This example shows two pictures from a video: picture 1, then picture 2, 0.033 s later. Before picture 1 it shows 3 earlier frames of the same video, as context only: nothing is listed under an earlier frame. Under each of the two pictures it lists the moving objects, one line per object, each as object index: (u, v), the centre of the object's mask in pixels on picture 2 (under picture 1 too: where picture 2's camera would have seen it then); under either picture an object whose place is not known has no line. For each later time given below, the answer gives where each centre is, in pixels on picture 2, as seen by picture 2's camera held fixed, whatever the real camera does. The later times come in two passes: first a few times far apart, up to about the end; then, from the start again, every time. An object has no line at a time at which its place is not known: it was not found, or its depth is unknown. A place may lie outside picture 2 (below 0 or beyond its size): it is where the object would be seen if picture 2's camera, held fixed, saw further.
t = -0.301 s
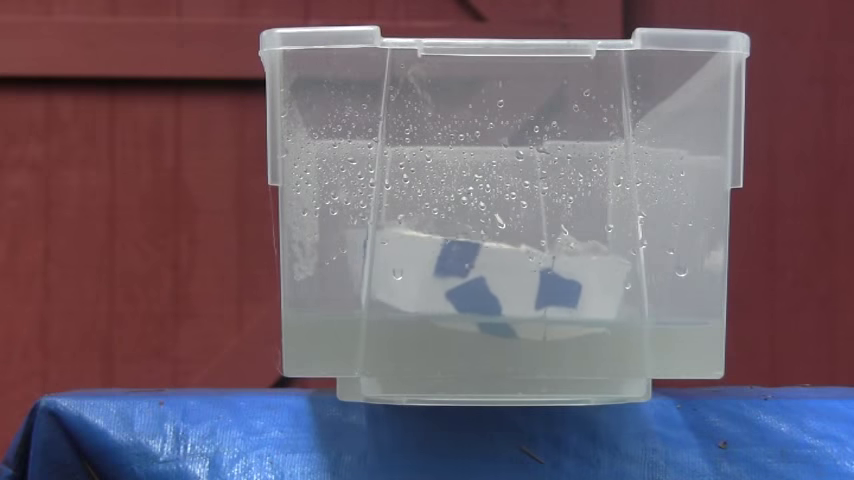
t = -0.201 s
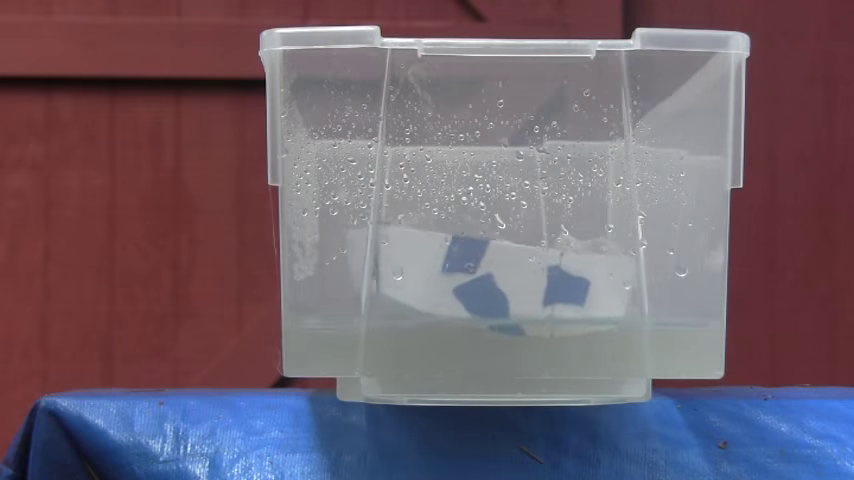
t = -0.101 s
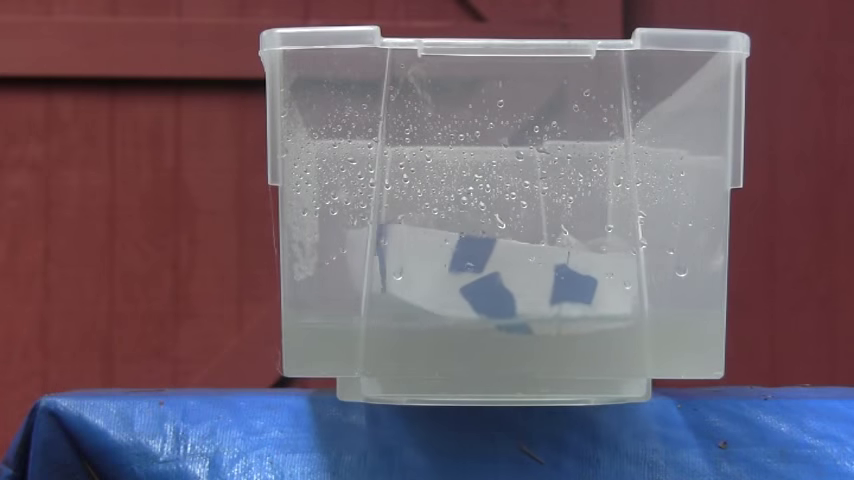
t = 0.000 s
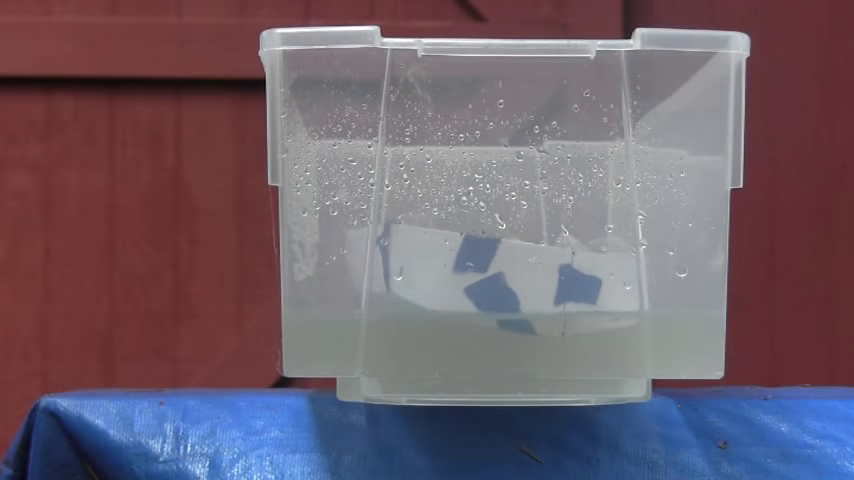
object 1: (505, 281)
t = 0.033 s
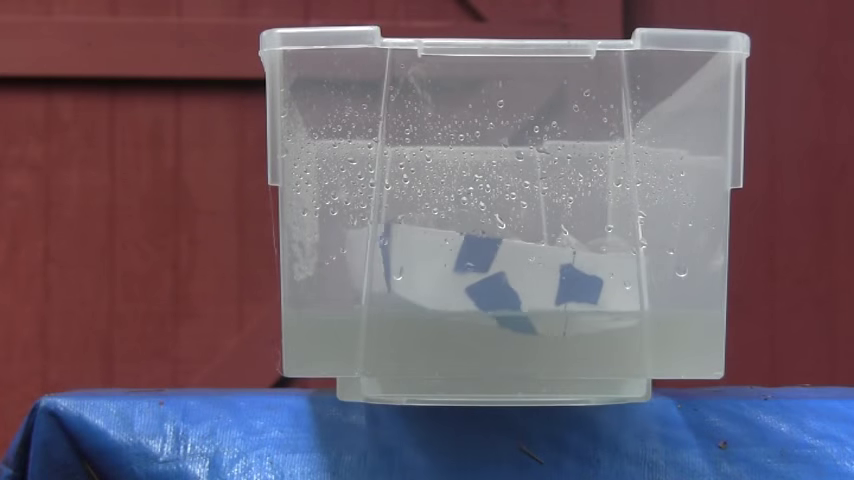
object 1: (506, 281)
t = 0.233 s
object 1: (507, 272)
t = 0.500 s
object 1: (508, 271)
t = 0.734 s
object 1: (524, 277)
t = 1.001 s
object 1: (526, 281)
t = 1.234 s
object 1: (531, 278)
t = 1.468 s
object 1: (529, 276)
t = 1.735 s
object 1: (513, 269)
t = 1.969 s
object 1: (512, 272)
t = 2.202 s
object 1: (505, 280)
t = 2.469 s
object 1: (510, 281)
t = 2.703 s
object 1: (509, 278)
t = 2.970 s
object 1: (509, 275)
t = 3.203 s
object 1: (509, 273)
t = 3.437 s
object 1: (508, 275)
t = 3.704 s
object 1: (506, 283)
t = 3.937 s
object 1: (507, 280)
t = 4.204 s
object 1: (506, 279)
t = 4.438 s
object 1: (506, 273)
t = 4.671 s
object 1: (507, 275)
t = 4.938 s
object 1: (505, 278)
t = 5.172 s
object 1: (504, 283)
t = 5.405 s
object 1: (506, 280)
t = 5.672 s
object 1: (505, 278)
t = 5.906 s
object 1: (506, 273)
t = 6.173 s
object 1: (506, 277)
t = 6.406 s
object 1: (505, 279)
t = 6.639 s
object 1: (507, 281)
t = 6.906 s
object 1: (506, 279)
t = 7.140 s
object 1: (506, 276)
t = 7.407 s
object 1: (507, 274)
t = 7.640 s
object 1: (507, 277)
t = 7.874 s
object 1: (506, 279)
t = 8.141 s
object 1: (508, 279)
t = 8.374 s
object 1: (506, 278)
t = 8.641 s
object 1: (508, 274)
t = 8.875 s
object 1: (507, 275)
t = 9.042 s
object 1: (507, 276)
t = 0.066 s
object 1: (506, 281)
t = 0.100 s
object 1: (506, 280)
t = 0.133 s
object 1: (506, 278)
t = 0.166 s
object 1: (506, 276)
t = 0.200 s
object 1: (505, 275)
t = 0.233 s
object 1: (507, 272)
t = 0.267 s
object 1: (506, 271)
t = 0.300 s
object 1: (506, 270)
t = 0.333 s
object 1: (507, 270)
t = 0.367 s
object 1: (507, 270)
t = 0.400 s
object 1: (508, 270)
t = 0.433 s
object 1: (508, 270)
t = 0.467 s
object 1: (508, 270)
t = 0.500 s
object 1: (508, 271)
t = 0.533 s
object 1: (509, 271)
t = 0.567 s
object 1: (521, 272)
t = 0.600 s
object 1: (523, 273)
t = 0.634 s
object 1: (524, 274)
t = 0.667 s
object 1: (523, 275)
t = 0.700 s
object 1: (523, 275)
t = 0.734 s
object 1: (524, 277)
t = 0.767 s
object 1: (522, 277)
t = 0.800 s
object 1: (522, 278)
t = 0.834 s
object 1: (512, 278)
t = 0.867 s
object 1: (523, 279)
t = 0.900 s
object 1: (523, 279)
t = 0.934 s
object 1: (512, 278)
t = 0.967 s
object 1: (512, 278)
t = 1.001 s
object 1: (526, 281)
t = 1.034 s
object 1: (527, 281)
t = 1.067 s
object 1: (528, 282)
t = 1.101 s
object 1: (532, 282)
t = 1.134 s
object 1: (533, 282)
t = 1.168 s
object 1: (533, 281)
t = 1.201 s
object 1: (533, 280)
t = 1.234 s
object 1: (531, 278)
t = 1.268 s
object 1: (514, 276)
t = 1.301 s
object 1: (513, 275)
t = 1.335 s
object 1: (530, 276)
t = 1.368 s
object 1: (529, 276)
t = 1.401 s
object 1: (529, 276)
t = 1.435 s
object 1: (529, 276)
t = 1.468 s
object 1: (529, 276)
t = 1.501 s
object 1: (529, 276)
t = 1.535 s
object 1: (522, 278)
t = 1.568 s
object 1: (521, 278)
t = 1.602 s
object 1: (520, 276)
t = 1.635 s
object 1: (528, 273)
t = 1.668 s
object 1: (527, 271)
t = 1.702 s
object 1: (525, 270)
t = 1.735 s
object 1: (513, 269)
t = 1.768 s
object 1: (512, 269)
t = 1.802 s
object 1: (512, 269)
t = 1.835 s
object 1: (511, 270)
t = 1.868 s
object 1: (512, 271)
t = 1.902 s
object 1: (524, 272)
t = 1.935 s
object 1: (524, 272)
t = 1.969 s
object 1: (512, 272)
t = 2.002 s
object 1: (522, 273)
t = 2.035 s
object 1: (511, 273)
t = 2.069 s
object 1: (508, 273)
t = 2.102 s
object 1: (509, 274)
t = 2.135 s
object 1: (510, 275)
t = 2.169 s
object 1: (504, 279)
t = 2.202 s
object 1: (505, 280)
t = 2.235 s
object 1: (505, 281)
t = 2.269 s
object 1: (504, 282)
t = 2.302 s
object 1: (510, 280)
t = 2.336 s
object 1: (510, 281)
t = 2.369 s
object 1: (510, 281)
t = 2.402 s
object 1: (510, 281)
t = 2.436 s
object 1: (510, 281)
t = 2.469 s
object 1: (510, 281)
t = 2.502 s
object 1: (510, 281)
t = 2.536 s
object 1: (510, 280)
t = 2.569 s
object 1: (504, 283)
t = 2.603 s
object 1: (510, 280)
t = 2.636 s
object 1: (510, 279)
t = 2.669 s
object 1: (510, 279)
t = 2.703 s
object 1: (509, 278)
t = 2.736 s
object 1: (509, 278)
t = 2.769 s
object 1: (509, 278)
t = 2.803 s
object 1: (509, 278)
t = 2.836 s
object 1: (509, 277)
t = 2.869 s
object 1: (509, 277)
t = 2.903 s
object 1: (509, 277)
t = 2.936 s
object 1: (509, 276)
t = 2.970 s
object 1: (509, 275)
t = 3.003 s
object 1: (509, 274)
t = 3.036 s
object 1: (509, 274)
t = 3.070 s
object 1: (509, 273)
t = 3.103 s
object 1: (509, 273)
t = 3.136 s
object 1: (509, 272)
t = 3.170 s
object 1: (508, 272)
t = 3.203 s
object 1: (509, 273)
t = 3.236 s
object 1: (509, 273)
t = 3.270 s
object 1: (508, 273)
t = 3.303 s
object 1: (508, 274)
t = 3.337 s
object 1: (508, 274)
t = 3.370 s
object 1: (509, 275)
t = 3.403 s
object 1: (508, 275)
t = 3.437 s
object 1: (508, 275)
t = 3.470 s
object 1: (507, 276)
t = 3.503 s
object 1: (507, 277)
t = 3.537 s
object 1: (507, 278)
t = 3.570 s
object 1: (507, 278)
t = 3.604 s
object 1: (507, 279)
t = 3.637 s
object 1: (506, 280)
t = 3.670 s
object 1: (507, 281)
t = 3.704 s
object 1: (506, 283)
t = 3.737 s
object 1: (506, 282)
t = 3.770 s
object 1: (506, 283)
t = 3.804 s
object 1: (506, 283)
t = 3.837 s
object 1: (506, 282)
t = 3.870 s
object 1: (507, 282)
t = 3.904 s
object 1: (507, 281)
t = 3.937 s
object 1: (507, 280)
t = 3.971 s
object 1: (507, 280)
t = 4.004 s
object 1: (507, 280)
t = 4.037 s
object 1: (506, 279)
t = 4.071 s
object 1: (506, 279)
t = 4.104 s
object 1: (506, 279)
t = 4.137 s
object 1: (506, 279)
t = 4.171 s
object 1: (506, 279)
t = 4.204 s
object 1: (506, 279)
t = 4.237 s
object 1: (506, 279)
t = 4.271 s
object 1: (506, 278)
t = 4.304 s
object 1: (506, 277)
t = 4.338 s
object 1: (505, 276)
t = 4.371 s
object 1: (506, 275)
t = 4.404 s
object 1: (505, 274)
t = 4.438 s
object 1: (506, 273)
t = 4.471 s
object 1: (506, 273)
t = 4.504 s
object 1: (506, 273)
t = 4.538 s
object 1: (506, 273)
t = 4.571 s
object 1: (506, 273)
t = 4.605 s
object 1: (506, 274)
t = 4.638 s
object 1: (507, 274)
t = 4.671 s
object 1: (507, 275)
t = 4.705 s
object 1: (507, 275)
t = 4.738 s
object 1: (507, 275)
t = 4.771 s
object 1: (507, 276)
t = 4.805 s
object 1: (507, 276)
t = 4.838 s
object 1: (505, 277)
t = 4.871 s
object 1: (505, 277)
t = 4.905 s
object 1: (505, 277)
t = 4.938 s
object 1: (505, 278)
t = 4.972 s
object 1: (505, 278)
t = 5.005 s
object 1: (505, 279)
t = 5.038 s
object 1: (505, 280)
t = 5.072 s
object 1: (505, 280)
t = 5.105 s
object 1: (505, 281)
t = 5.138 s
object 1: (504, 282)
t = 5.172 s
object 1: (504, 283)
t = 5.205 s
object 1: (504, 283)
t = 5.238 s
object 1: (506, 282)
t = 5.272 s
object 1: (504, 282)
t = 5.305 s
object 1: (506, 281)
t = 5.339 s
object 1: (507, 280)
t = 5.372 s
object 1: (506, 280)
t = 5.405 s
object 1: (506, 280)
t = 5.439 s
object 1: (506, 279)
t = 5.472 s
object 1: (506, 279)
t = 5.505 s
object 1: (506, 279)
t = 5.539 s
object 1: (506, 279)
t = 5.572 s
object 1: (506, 279)
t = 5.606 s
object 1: (506, 279)
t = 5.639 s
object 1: (506, 279)
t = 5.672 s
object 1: (505, 278)
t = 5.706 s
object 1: (505, 278)
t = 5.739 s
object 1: (505, 277)
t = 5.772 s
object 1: (505, 275)
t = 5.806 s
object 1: (506, 275)
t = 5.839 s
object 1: (506, 274)
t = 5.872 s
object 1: (506, 274)
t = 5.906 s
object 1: (506, 273)
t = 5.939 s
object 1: (506, 273)
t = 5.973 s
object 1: (506, 273)
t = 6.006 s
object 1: (506, 274)
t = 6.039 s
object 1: (507, 275)
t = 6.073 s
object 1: (507, 275)
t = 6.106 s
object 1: (506, 276)
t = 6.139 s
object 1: (506, 276)
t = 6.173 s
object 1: (506, 277)
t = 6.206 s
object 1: (506, 277)
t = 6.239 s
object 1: (506, 277)
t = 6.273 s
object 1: (506, 277)
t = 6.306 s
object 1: (506, 278)
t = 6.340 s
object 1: (506, 278)
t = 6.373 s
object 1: (505, 278)
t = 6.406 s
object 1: (505, 279)
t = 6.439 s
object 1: (506, 280)
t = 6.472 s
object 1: (506, 280)
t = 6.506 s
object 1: (506, 281)
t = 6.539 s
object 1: (506, 281)
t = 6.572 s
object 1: (507, 281)
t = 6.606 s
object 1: (507, 281)
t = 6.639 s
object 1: (507, 281)
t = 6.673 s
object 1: (507, 280)
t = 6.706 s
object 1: (507, 280)
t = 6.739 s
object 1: (507, 280)
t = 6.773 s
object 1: (507, 280)
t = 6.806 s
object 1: (507, 279)
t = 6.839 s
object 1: (507, 279)
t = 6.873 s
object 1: (506, 279)
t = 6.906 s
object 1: (506, 279)
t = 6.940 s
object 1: (506, 278)
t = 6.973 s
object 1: (506, 278)
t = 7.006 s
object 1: (506, 278)
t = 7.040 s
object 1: (507, 278)
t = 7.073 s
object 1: (507, 277)
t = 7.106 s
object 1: (506, 277)
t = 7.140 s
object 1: (506, 276)
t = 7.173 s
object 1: (507, 275)
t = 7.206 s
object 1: (507, 275)
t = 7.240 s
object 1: (507, 274)
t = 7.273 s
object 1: (507, 274)
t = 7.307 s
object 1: (507, 274)
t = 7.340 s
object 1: (507, 274)
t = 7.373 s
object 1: (507, 274)
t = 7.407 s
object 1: (507, 274)
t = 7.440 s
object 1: (507, 275)
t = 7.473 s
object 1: (507, 275)
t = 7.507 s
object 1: (508, 276)
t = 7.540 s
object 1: (507, 276)
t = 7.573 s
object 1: (507, 277)
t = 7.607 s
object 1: (507, 277)
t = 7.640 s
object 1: (507, 277)
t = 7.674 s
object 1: (507, 277)
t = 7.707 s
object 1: (507, 278)
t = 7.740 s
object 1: (506, 278)
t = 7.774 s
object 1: (506, 278)
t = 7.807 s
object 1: (506, 279)
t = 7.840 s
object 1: (506, 279)
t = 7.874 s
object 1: (506, 279)
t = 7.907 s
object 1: (506, 280)
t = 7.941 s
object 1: (507, 280)
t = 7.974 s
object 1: (507, 280)
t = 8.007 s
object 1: (507, 280)
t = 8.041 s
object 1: (508, 280)
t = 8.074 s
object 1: (508, 279)
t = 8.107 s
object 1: (508, 279)
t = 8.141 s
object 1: (508, 279)
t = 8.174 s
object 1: (507, 279)
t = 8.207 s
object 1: (507, 278)
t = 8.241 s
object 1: (507, 278)
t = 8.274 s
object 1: (507, 278)
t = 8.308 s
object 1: (507, 278)
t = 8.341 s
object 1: (506, 278)
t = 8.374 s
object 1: (506, 278)
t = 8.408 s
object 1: (506, 277)
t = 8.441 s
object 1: (506, 277)
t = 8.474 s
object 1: (506, 276)
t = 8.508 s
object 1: (507, 275)
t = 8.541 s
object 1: (507, 274)
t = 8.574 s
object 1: (507, 274)
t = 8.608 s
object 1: (508, 274)
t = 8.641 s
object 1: (508, 274)
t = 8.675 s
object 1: (508, 274)
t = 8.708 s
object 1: (508, 274)
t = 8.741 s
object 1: (507, 274)
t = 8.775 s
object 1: (507, 274)
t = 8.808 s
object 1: (507, 274)
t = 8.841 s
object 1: (507, 275)
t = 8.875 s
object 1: (507, 275)
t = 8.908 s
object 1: (507, 275)
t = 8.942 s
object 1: (507, 275)
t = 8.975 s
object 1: (507, 275)
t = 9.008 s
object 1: (507, 276)
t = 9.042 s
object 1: (507, 276)
